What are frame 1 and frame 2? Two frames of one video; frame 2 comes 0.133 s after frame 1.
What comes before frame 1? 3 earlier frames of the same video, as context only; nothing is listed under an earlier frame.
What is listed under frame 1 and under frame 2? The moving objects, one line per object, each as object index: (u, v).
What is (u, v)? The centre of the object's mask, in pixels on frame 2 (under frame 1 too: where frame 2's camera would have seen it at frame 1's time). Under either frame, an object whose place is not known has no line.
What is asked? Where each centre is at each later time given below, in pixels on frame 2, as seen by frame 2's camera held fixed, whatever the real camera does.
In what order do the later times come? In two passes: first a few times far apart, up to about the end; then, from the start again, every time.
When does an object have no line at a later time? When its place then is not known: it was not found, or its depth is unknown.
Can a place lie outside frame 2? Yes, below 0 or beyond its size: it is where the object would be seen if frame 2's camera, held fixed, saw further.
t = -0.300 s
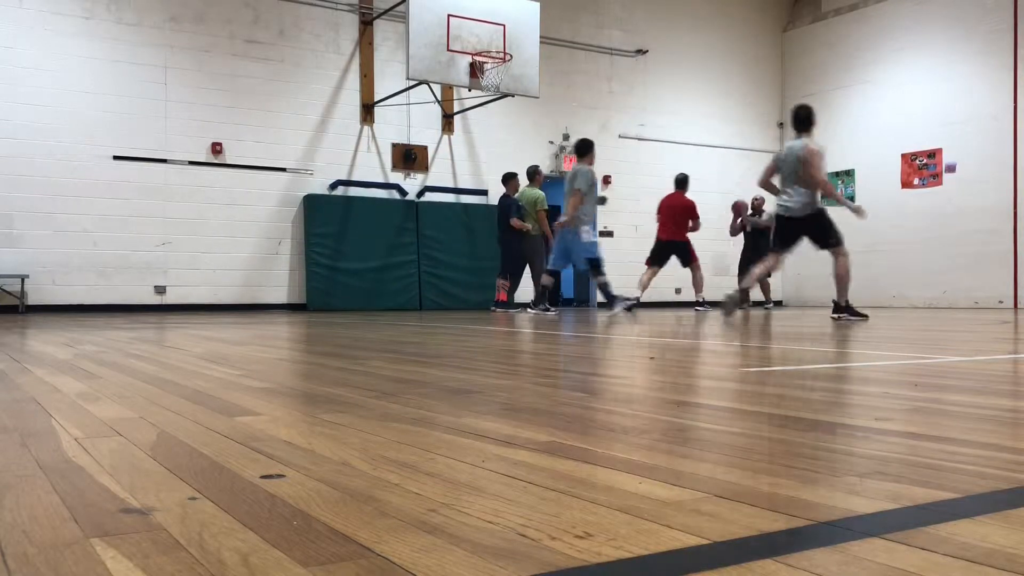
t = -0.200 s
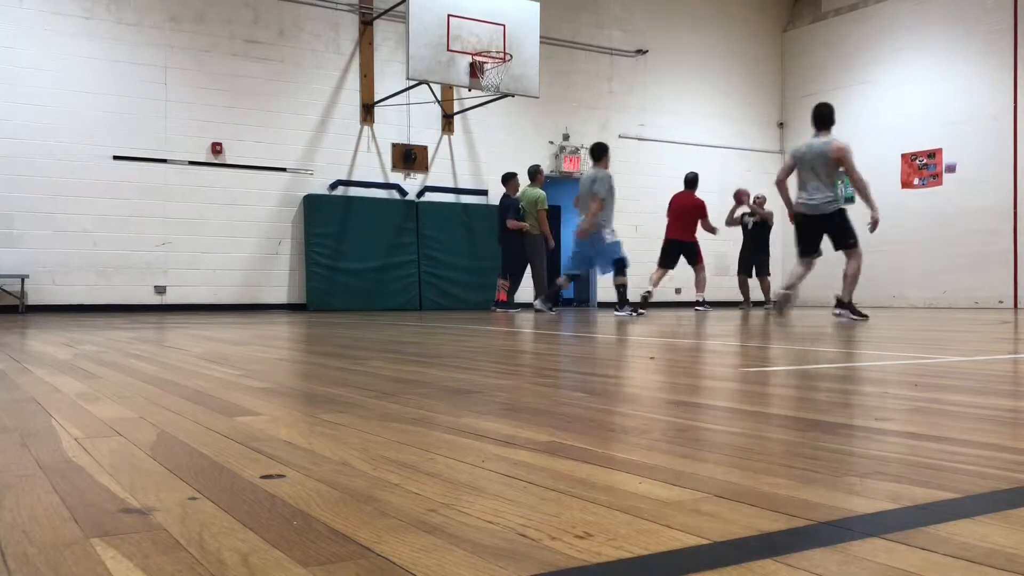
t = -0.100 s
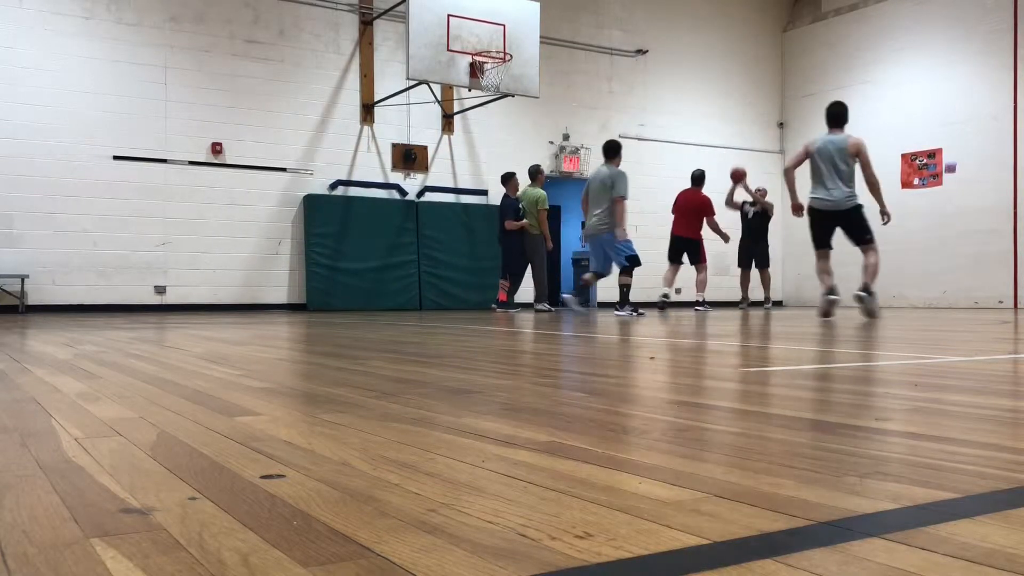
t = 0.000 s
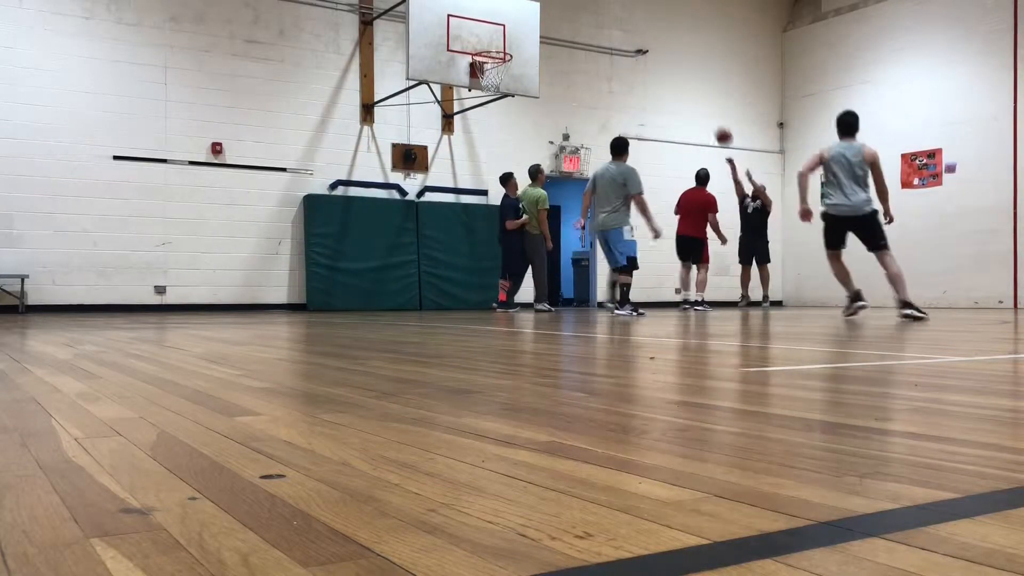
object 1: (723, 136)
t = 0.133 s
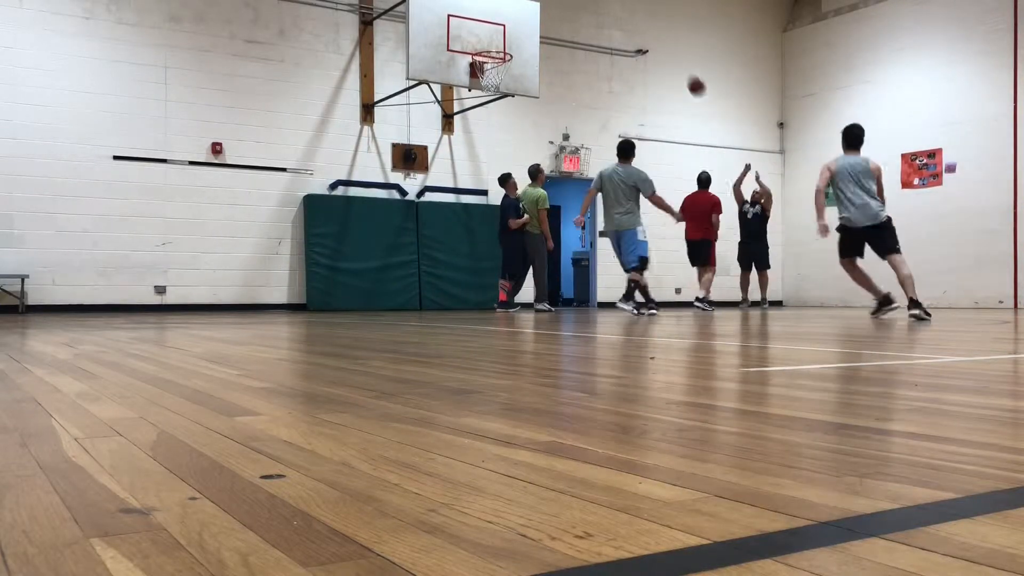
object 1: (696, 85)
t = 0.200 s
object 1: (682, 64)
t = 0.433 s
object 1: (632, 12)
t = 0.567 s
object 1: (602, 4)
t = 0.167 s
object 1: (688, 74)
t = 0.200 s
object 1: (682, 64)
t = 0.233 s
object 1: (675, 55)
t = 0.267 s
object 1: (668, 46)
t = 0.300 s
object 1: (660, 37)
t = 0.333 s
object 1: (653, 30)
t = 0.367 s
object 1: (646, 23)
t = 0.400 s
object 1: (639, 18)
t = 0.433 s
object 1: (632, 12)
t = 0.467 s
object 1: (625, 8)
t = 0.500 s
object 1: (618, 6)
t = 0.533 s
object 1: (610, 5)
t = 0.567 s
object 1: (602, 4)
